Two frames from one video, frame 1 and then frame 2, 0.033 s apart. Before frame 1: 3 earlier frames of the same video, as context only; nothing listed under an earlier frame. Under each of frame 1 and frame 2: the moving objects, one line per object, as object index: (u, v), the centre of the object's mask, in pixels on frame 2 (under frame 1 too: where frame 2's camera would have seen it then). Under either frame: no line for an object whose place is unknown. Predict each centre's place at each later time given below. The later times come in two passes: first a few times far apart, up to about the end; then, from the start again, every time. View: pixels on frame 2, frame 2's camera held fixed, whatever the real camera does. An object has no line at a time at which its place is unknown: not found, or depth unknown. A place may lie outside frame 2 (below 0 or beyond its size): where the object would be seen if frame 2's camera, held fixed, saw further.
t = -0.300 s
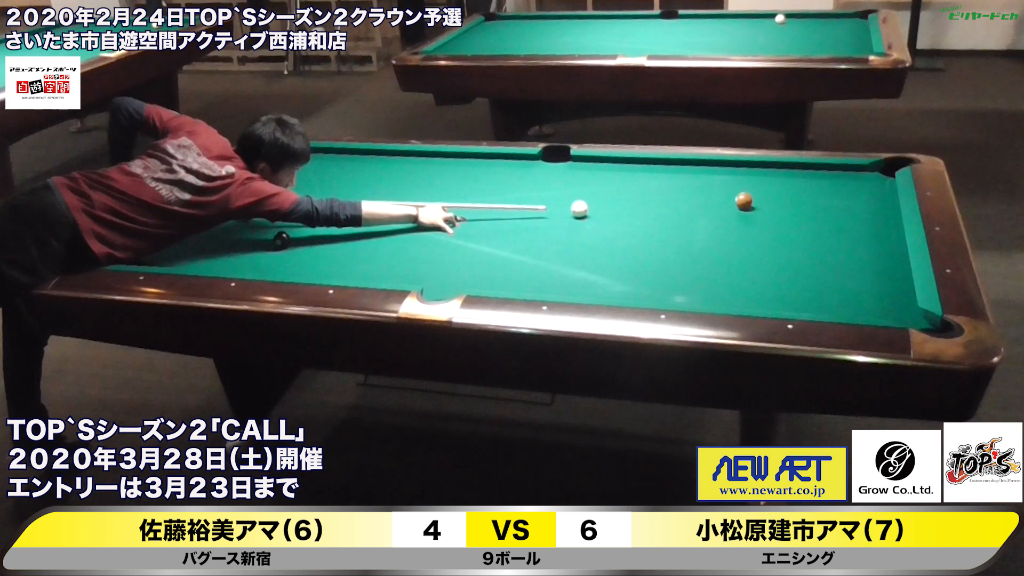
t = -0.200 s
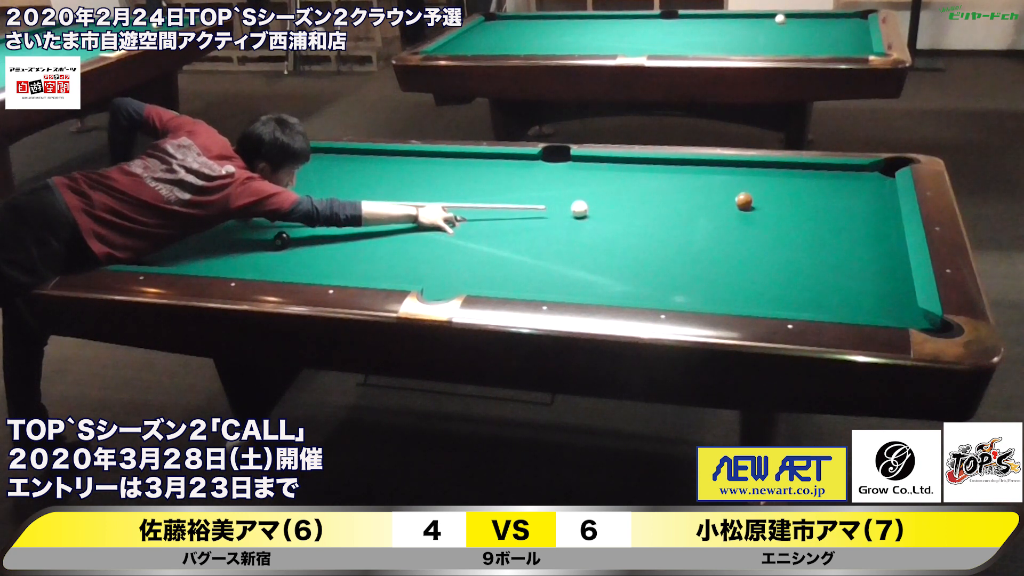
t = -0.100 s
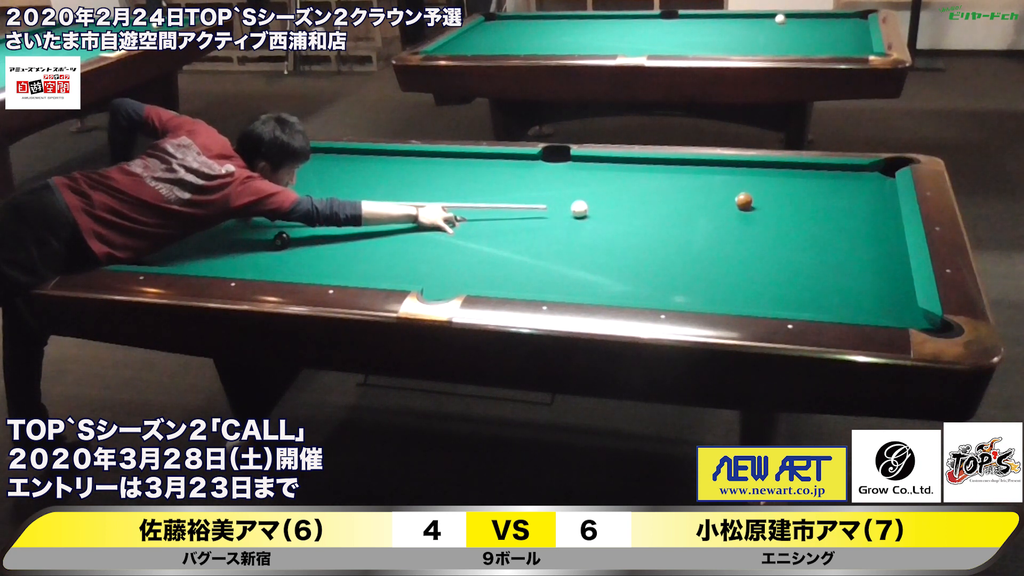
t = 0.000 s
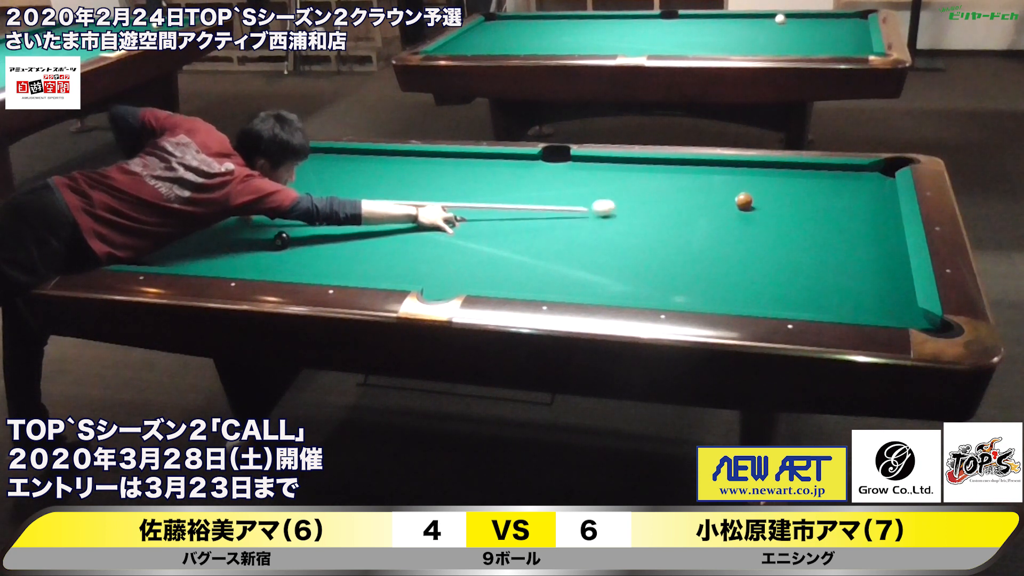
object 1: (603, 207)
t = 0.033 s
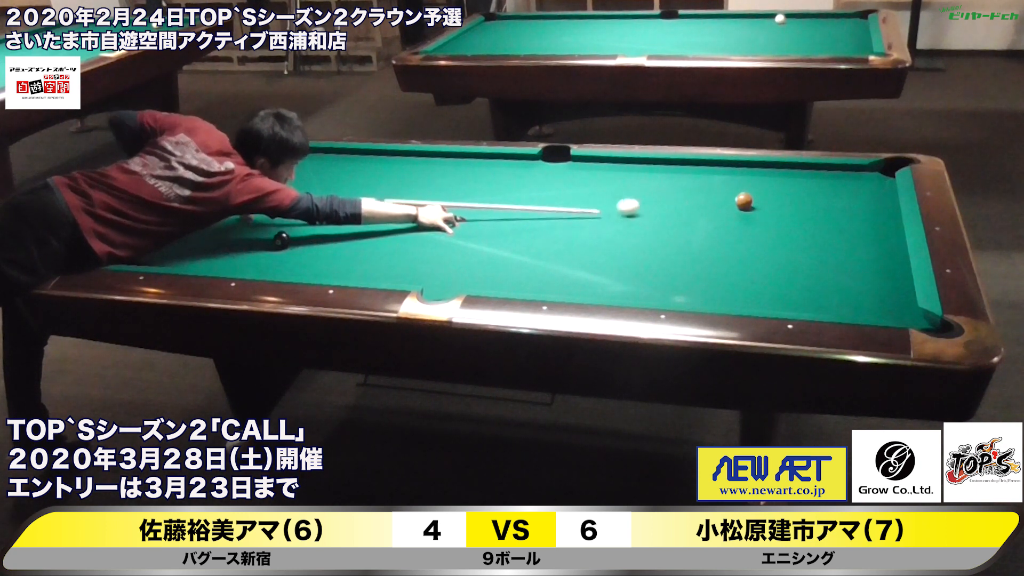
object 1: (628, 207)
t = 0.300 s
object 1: (759, 214)
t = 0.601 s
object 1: (857, 236)
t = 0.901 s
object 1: (863, 252)
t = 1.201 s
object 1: (809, 265)
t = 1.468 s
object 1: (761, 276)
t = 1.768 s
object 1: (707, 289)
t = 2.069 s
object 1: (654, 297)
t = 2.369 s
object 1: (620, 290)
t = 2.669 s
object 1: (589, 280)
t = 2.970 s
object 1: (560, 272)
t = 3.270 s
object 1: (536, 264)
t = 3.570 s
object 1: (514, 258)
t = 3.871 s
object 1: (494, 252)
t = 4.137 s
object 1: (479, 247)
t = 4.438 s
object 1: (463, 243)
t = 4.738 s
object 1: (450, 239)
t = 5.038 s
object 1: (438, 235)
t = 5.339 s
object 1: (428, 232)
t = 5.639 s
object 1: (421, 230)
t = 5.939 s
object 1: (415, 228)
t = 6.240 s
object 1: (410, 226)
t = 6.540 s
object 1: (407, 224)
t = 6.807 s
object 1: (406, 224)
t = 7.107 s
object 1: (405, 224)
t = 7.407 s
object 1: (405, 224)
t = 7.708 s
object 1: (405, 224)
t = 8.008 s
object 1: (405, 224)
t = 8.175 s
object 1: (405, 224)
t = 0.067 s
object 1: (652, 206)
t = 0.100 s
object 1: (675, 205)
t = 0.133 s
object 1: (699, 205)
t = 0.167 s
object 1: (721, 204)
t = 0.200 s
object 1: (735, 206)
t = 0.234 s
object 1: (742, 209)
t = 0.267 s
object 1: (750, 211)
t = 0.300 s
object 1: (759, 214)
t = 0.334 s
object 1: (769, 216)
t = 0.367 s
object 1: (779, 219)
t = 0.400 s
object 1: (790, 221)
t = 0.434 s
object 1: (801, 223)
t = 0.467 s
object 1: (812, 226)
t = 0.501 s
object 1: (823, 228)
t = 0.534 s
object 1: (834, 231)
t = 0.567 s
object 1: (845, 233)
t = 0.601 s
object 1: (857, 236)
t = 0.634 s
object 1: (869, 238)
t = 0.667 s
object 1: (880, 240)
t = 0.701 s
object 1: (892, 243)
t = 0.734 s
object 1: (894, 245)
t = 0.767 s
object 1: (887, 246)
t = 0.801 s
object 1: (881, 248)
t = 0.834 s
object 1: (875, 249)
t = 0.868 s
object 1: (869, 251)
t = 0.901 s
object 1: (863, 252)
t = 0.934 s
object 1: (857, 254)
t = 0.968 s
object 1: (851, 255)
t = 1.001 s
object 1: (845, 256)
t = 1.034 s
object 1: (839, 258)
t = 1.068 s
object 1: (833, 259)
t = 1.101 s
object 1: (827, 261)
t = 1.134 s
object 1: (821, 262)
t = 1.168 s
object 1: (815, 264)
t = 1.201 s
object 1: (809, 265)
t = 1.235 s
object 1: (803, 266)
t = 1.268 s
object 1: (797, 268)
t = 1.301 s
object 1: (791, 269)
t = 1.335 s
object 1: (785, 271)
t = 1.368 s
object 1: (779, 272)
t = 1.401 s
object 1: (773, 274)
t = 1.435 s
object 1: (767, 275)
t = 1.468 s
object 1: (761, 276)
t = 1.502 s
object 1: (755, 278)
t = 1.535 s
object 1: (750, 279)
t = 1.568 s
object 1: (743, 281)
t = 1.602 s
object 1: (737, 282)
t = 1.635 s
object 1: (731, 283)
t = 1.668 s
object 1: (725, 285)
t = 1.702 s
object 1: (719, 286)
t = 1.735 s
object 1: (713, 288)
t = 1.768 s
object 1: (707, 289)
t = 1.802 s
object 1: (701, 290)
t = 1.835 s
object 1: (695, 292)
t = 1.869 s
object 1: (689, 293)
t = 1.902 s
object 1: (683, 294)
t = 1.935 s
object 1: (677, 295)
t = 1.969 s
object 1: (671, 295)
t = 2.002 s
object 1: (665, 296)
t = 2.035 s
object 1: (659, 297)
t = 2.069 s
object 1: (654, 297)
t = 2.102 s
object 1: (650, 296)
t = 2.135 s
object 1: (646, 295)
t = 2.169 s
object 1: (642, 294)
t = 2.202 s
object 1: (639, 293)
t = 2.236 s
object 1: (635, 292)
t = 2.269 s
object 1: (631, 291)
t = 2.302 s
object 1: (627, 291)
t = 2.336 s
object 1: (624, 290)
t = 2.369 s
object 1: (620, 290)
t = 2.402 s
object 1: (616, 288)
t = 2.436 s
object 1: (612, 287)
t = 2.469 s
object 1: (609, 287)
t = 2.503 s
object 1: (605, 285)
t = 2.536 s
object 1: (602, 284)
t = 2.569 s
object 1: (599, 283)
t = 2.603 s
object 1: (595, 282)
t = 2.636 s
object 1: (592, 281)
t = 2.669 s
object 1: (589, 280)
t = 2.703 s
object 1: (585, 279)
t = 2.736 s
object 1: (582, 279)
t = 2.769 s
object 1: (579, 277)
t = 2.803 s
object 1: (576, 276)
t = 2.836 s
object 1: (573, 275)
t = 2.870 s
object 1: (570, 274)
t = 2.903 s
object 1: (566, 274)
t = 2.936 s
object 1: (564, 273)
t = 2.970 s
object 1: (560, 272)
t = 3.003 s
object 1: (558, 271)
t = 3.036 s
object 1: (555, 270)
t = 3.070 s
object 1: (552, 269)
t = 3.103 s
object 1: (549, 268)
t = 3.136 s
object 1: (546, 267)
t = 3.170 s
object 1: (544, 267)
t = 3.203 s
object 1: (541, 266)
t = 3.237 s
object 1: (538, 265)
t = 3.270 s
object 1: (536, 264)
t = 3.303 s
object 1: (533, 264)
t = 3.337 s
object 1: (531, 263)
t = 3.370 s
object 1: (528, 262)
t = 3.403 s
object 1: (526, 261)
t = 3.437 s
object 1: (523, 260)
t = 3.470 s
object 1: (521, 260)
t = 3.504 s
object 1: (519, 259)
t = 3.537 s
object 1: (516, 258)
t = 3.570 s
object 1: (514, 258)
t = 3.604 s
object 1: (512, 257)
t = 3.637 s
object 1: (510, 256)
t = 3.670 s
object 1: (507, 256)
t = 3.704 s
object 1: (505, 255)
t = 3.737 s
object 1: (503, 254)
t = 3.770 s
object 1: (501, 254)
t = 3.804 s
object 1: (499, 253)
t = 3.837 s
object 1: (496, 252)
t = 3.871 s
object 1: (494, 252)
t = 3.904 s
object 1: (492, 251)
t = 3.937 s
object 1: (490, 251)
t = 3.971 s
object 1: (488, 250)
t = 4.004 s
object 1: (486, 249)
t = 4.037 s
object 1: (485, 249)
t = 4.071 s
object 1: (483, 248)
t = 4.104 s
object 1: (481, 247)
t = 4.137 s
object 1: (479, 247)
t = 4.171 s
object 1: (477, 246)
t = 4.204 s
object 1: (475, 246)
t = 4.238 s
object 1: (474, 245)
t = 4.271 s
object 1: (472, 245)
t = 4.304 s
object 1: (470, 244)
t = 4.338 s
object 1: (468, 244)
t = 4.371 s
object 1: (467, 244)
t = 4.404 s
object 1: (465, 243)
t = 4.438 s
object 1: (463, 243)
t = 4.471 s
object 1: (462, 242)
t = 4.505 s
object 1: (460, 242)
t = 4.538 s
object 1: (459, 241)
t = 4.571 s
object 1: (457, 241)
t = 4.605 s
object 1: (456, 240)
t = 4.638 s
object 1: (454, 240)
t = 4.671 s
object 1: (453, 239)
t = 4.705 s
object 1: (451, 239)
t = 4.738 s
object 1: (450, 239)
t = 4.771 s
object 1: (448, 238)
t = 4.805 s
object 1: (447, 238)
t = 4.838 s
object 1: (446, 237)
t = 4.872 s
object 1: (445, 237)
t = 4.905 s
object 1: (443, 237)
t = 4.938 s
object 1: (442, 236)
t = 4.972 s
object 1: (441, 236)
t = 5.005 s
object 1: (440, 236)
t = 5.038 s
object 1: (438, 235)
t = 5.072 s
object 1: (437, 235)
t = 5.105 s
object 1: (436, 235)
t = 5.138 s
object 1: (435, 234)
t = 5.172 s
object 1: (434, 234)
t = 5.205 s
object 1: (433, 233)
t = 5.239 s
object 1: (432, 233)
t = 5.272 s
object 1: (431, 233)
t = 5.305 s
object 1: (429, 232)
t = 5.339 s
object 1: (428, 232)
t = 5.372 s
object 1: (428, 232)
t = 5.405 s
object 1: (427, 231)
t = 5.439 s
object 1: (426, 231)
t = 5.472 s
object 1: (425, 231)
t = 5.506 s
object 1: (424, 231)
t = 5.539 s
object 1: (423, 230)
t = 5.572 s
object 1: (422, 230)
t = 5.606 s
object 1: (421, 230)
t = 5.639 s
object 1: (421, 230)
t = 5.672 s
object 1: (420, 229)
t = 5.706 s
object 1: (419, 229)
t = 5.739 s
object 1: (419, 229)
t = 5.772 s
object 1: (418, 229)
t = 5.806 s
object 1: (417, 229)
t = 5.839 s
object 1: (417, 228)
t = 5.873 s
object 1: (416, 228)
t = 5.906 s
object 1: (415, 228)
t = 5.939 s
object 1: (415, 228)
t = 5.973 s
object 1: (414, 227)
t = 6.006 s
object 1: (414, 227)
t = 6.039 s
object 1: (413, 227)
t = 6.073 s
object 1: (413, 227)
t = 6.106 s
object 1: (412, 226)
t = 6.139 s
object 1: (412, 226)
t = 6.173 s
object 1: (411, 226)
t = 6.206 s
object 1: (411, 226)
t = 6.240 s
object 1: (410, 226)
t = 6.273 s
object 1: (410, 225)
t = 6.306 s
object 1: (410, 225)
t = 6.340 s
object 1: (409, 225)
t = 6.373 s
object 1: (409, 225)
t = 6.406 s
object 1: (408, 225)
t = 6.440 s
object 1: (408, 225)
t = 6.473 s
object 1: (408, 225)
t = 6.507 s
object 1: (407, 225)
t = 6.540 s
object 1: (407, 224)
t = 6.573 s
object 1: (407, 224)
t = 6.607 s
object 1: (407, 224)
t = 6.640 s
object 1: (406, 224)
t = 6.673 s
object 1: (406, 224)
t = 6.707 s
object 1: (406, 224)
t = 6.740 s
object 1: (406, 224)
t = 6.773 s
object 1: (406, 224)
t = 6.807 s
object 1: (406, 224)
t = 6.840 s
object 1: (405, 224)
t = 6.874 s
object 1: (405, 224)
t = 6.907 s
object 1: (405, 224)
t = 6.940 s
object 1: (405, 224)
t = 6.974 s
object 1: (405, 224)
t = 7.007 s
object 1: (405, 224)
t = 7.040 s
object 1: (405, 224)
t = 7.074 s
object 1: (405, 224)
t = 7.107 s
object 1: (405, 224)
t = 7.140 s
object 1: (405, 224)
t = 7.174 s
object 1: (405, 224)
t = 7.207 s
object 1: (405, 224)
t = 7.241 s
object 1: (405, 224)
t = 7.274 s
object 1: (405, 224)
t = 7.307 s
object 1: (405, 224)
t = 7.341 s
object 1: (405, 224)
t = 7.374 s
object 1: (405, 224)
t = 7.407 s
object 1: (405, 224)
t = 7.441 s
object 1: (405, 224)
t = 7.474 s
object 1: (405, 224)
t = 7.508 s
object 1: (405, 224)
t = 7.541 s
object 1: (405, 224)
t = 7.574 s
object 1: (405, 224)
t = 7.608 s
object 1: (405, 224)
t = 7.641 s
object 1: (405, 224)
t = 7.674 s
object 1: (405, 224)
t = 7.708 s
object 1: (405, 224)
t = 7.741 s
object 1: (405, 224)
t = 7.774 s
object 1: (405, 224)
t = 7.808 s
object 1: (405, 224)
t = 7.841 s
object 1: (405, 224)
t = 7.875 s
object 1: (405, 224)
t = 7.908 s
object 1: (405, 224)
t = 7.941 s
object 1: (405, 224)
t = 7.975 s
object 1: (405, 224)
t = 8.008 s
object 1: (405, 224)
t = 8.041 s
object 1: (405, 224)
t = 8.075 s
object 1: (405, 224)
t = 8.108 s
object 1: (405, 224)
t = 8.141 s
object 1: (405, 224)
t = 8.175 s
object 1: (405, 224)
